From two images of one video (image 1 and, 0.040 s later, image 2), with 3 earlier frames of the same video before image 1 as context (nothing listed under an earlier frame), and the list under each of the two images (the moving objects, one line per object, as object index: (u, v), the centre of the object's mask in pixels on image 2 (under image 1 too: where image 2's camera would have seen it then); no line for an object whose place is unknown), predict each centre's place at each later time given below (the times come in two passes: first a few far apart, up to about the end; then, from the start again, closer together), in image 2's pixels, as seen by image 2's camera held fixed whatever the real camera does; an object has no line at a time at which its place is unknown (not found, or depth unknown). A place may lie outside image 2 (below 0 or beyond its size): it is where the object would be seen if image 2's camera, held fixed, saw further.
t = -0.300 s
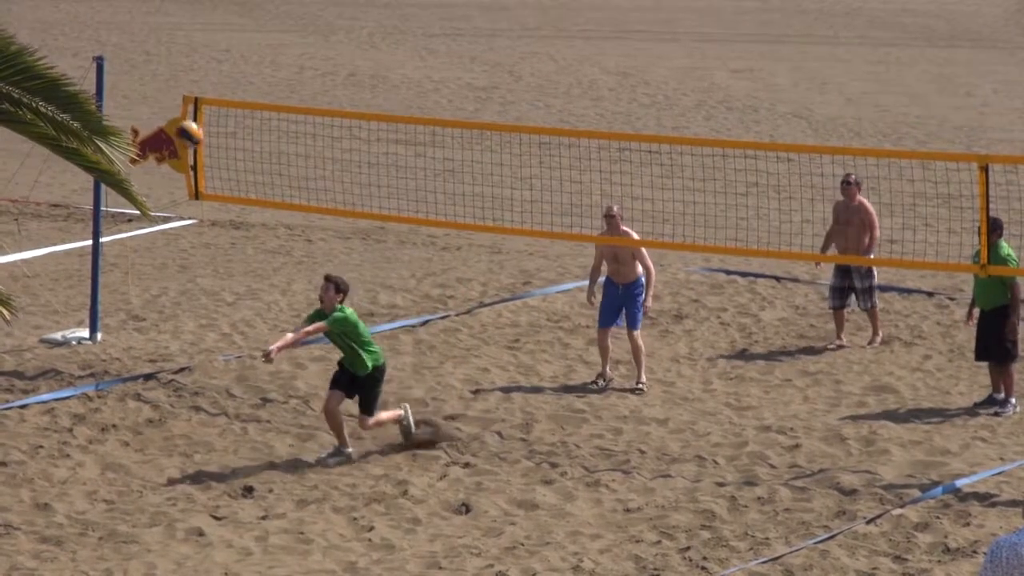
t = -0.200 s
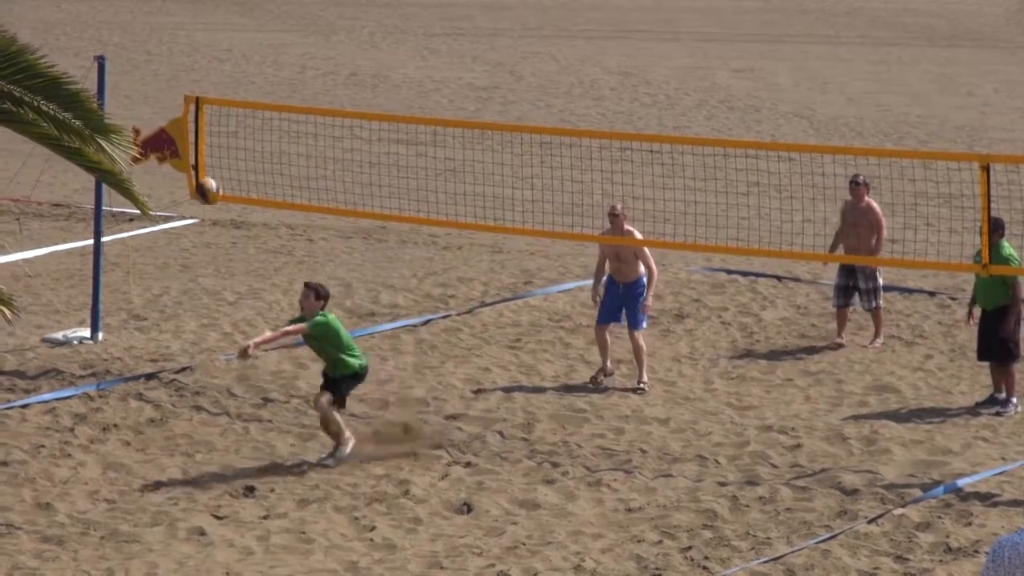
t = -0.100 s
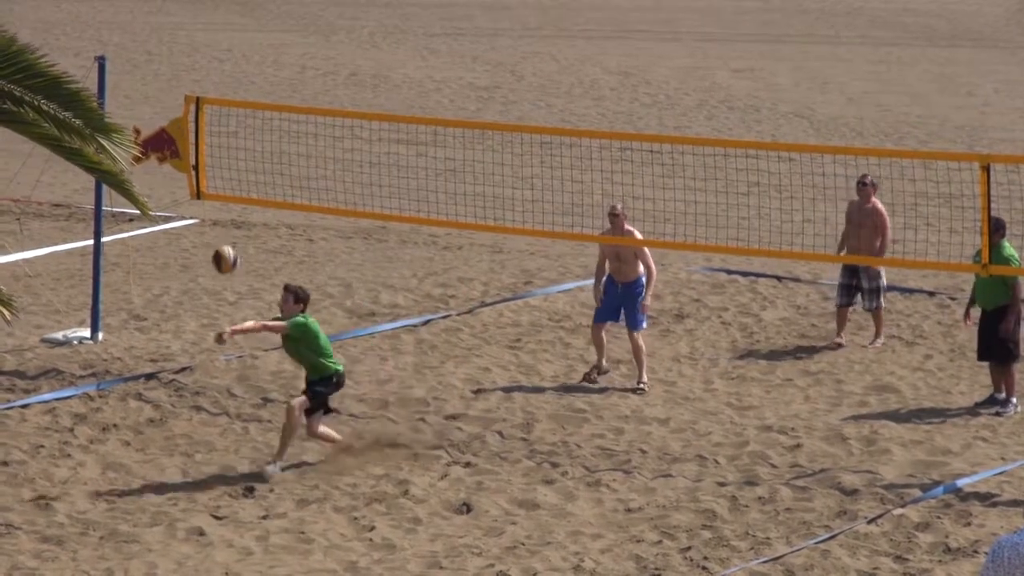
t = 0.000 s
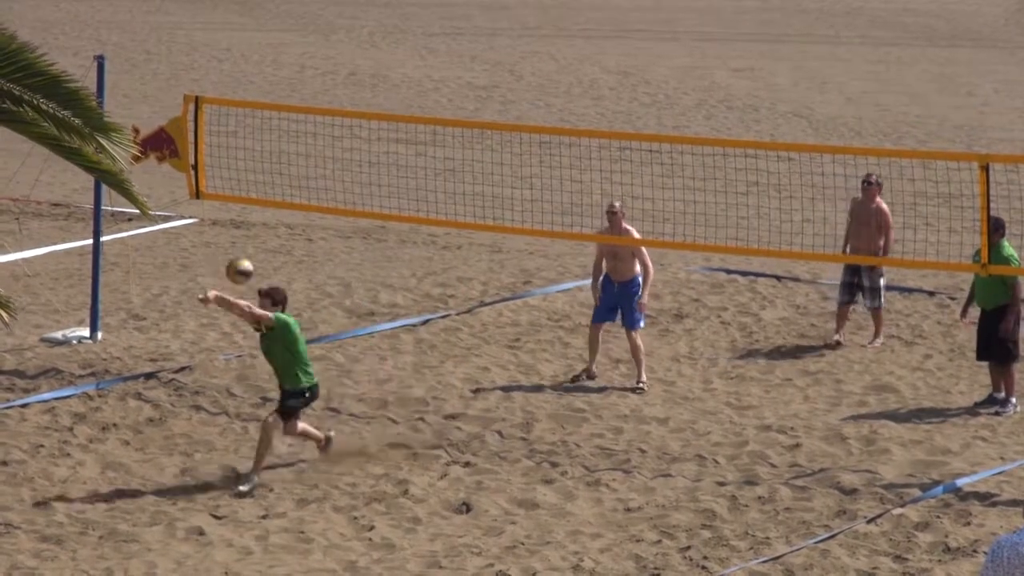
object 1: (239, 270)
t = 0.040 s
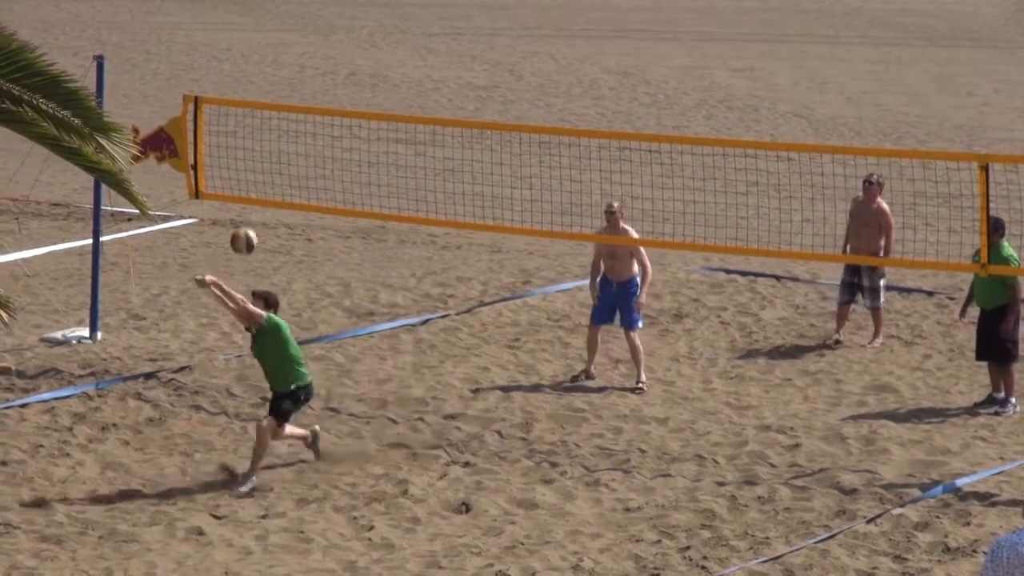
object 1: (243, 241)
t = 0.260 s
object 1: (272, 111)
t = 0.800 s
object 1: (348, 47)
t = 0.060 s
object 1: (246, 226)
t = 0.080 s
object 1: (248, 212)
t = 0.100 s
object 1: (251, 200)
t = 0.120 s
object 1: (254, 187)
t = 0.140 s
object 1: (256, 175)
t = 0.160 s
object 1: (258, 163)
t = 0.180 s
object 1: (261, 151)
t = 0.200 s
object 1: (264, 140)
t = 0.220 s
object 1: (267, 131)
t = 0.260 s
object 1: (272, 111)
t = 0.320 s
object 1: (281, 88)
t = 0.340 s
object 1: (283, 79)
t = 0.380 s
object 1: (289, 66)
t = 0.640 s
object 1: (327, 29)
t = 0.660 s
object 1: (330, 29)
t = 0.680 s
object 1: (333, 30)
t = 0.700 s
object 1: (335, 32)
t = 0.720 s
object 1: (338, 33)
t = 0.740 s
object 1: (340, 36)
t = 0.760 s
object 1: (344, 39)
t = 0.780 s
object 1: (346, 43)
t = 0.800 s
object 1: (348, 47)
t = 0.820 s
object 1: (351, 51)
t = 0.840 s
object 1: (354, 56)
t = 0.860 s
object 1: (357, 61)
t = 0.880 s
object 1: (360, 68)
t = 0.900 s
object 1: (362, 74)
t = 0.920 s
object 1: (365, 81)
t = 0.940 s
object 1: (368, 89)
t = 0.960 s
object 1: (371, 96)
